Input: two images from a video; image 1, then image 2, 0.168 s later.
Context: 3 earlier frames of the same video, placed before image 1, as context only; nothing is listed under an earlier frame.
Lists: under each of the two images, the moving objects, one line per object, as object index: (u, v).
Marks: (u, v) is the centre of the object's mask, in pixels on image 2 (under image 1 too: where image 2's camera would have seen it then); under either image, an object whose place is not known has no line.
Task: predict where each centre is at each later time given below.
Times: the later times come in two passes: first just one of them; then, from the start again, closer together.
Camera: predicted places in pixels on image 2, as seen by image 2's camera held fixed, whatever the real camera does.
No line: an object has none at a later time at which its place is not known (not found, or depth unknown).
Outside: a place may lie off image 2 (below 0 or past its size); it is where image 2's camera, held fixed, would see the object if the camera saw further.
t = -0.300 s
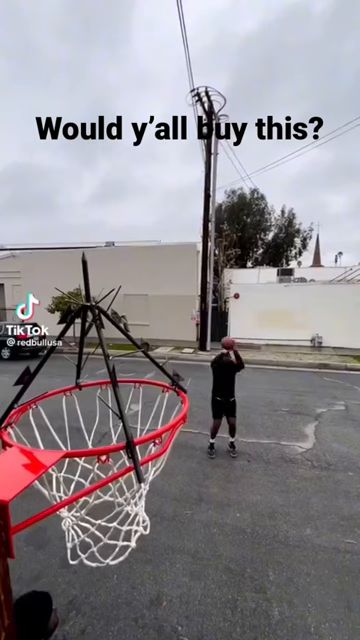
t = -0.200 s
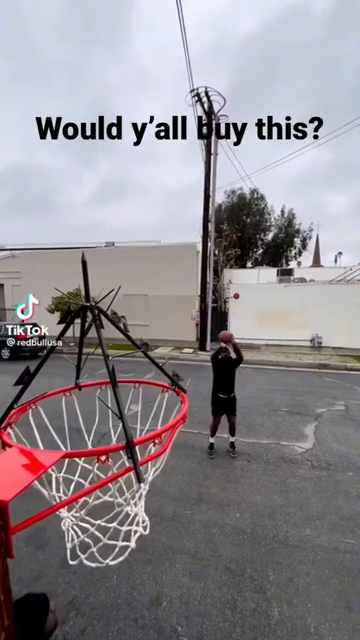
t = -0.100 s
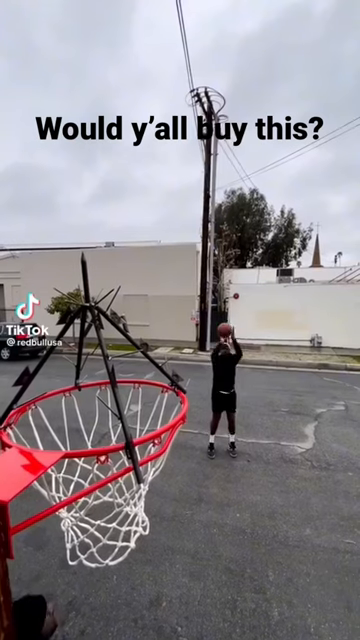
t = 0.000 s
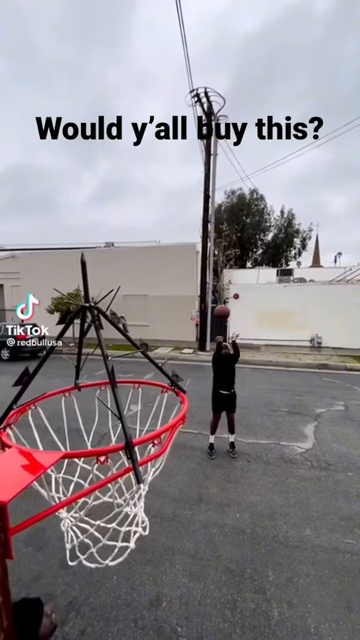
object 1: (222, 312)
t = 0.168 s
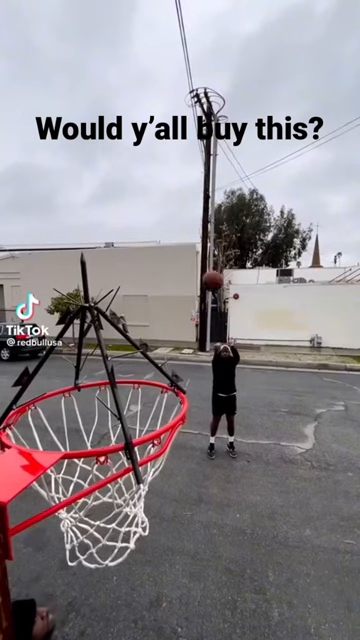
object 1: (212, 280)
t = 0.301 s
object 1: (199, 260)
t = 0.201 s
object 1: (210, 275)
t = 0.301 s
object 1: (199, 260)
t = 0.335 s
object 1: (194, 256)
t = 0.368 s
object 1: (189, 253)
